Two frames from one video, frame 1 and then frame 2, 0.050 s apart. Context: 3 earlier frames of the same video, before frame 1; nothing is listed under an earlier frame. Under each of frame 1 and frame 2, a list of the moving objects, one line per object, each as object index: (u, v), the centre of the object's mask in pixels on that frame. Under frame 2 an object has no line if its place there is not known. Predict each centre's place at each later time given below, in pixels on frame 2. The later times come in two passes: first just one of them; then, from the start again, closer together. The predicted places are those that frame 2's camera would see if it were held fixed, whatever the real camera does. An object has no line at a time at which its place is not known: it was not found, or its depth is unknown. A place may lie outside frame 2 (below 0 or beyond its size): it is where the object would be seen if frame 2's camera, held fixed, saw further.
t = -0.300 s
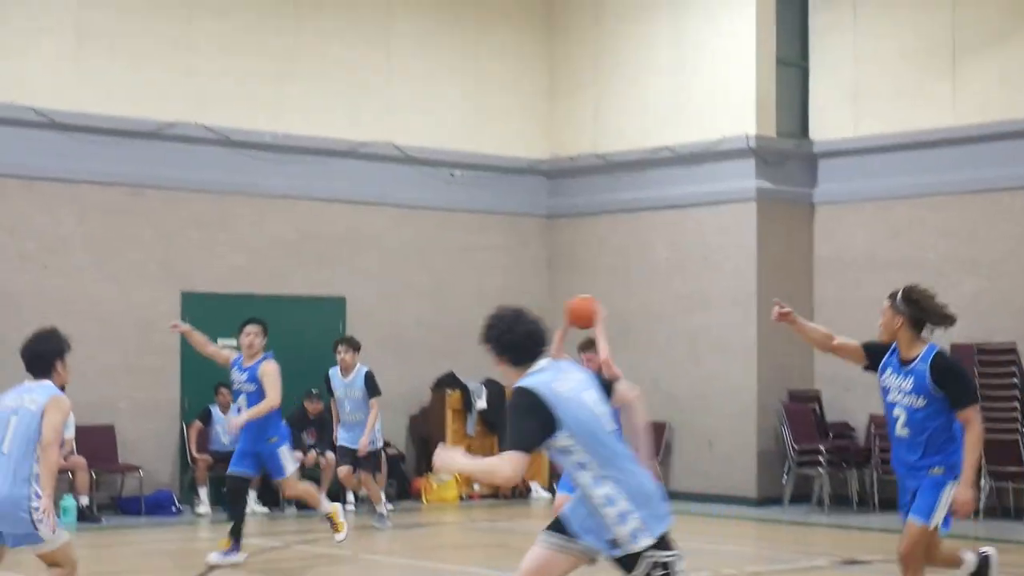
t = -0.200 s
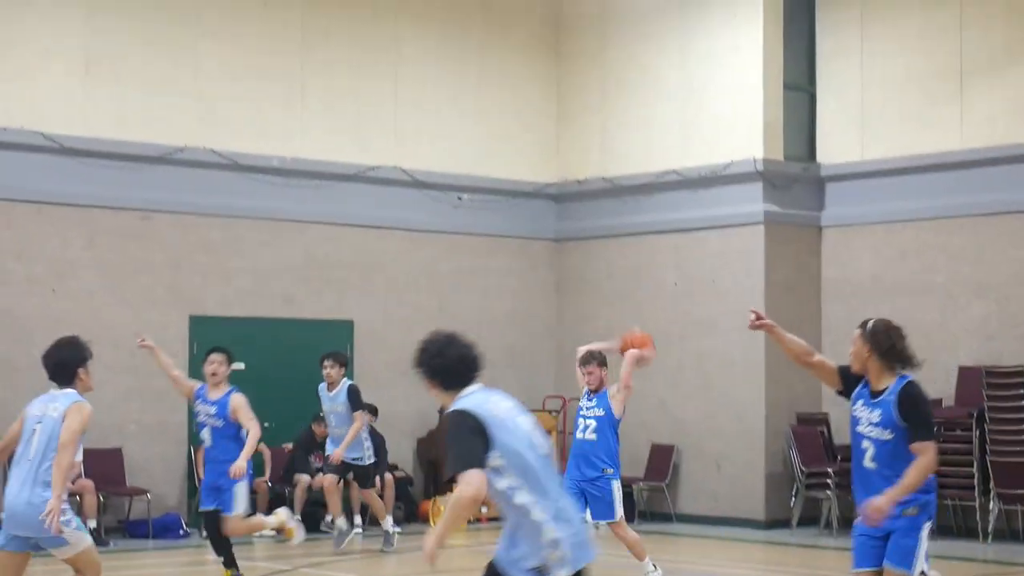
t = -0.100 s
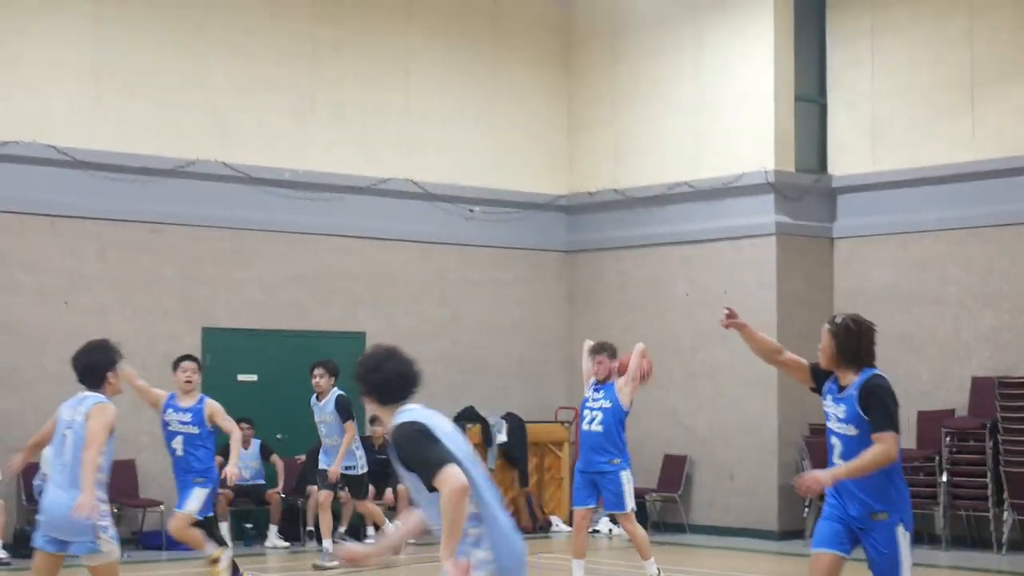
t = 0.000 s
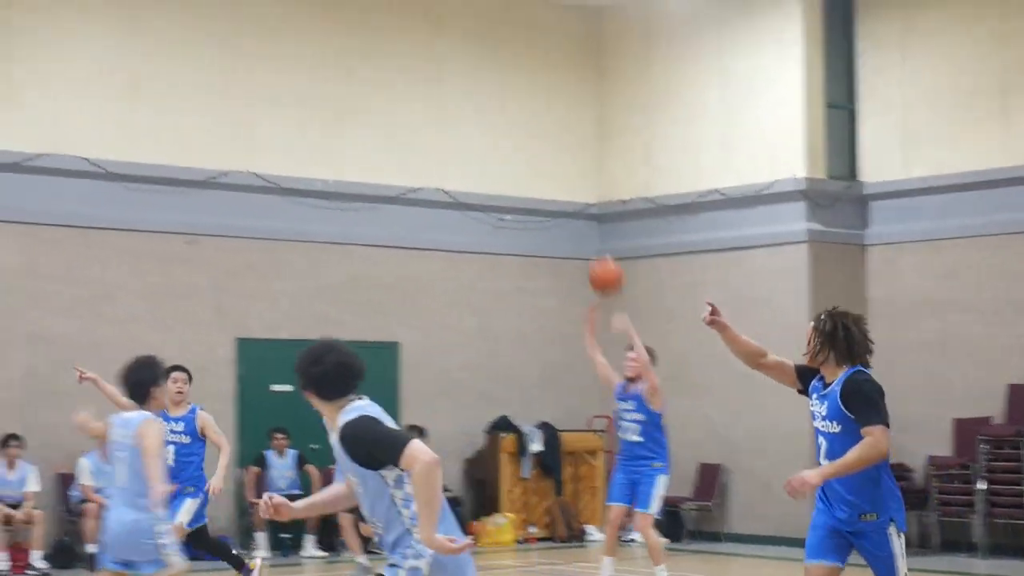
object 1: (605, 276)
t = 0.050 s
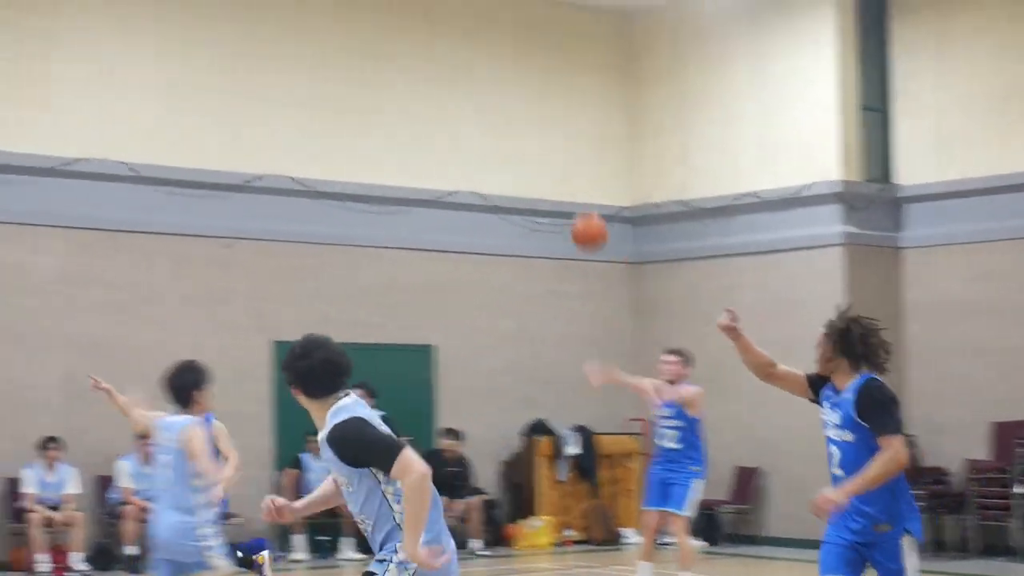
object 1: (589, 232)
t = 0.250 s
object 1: (362, 48)
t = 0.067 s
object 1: (569, 218)
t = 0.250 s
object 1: (362, 48)
